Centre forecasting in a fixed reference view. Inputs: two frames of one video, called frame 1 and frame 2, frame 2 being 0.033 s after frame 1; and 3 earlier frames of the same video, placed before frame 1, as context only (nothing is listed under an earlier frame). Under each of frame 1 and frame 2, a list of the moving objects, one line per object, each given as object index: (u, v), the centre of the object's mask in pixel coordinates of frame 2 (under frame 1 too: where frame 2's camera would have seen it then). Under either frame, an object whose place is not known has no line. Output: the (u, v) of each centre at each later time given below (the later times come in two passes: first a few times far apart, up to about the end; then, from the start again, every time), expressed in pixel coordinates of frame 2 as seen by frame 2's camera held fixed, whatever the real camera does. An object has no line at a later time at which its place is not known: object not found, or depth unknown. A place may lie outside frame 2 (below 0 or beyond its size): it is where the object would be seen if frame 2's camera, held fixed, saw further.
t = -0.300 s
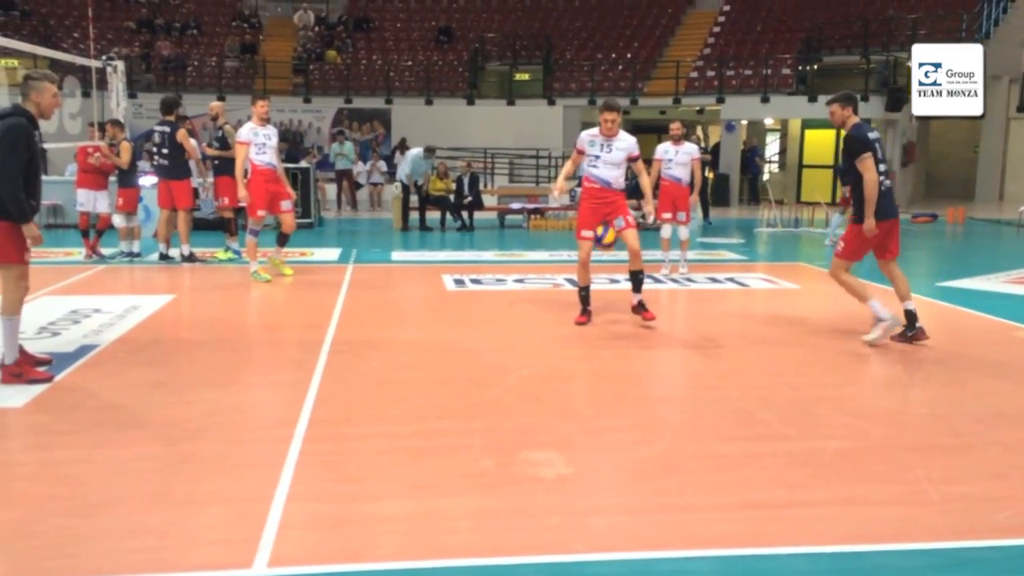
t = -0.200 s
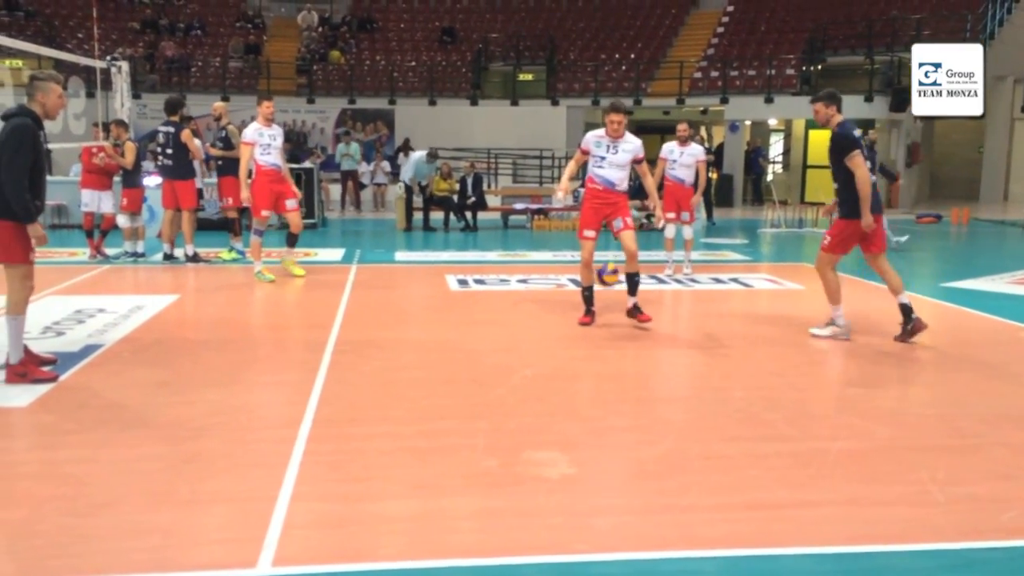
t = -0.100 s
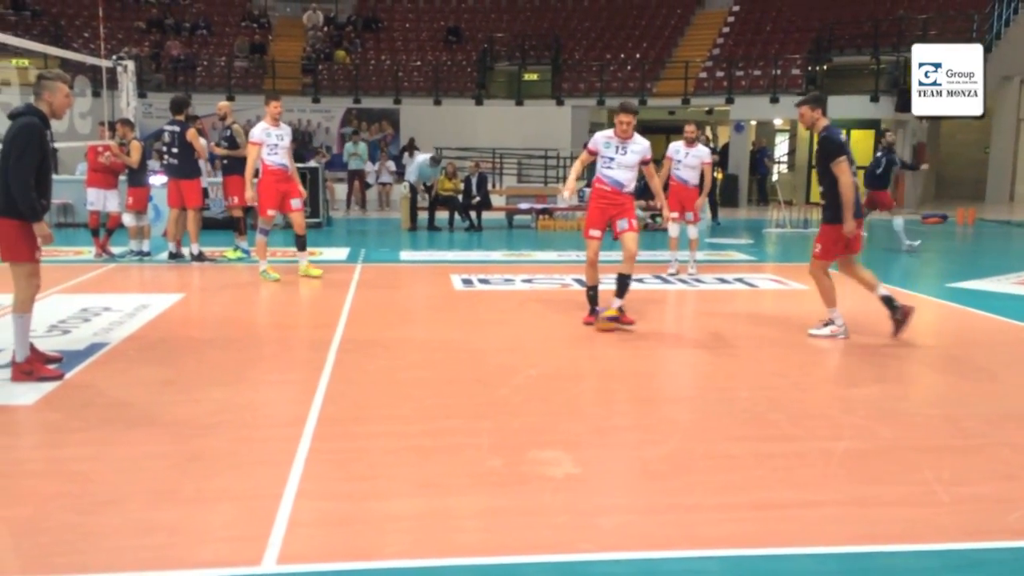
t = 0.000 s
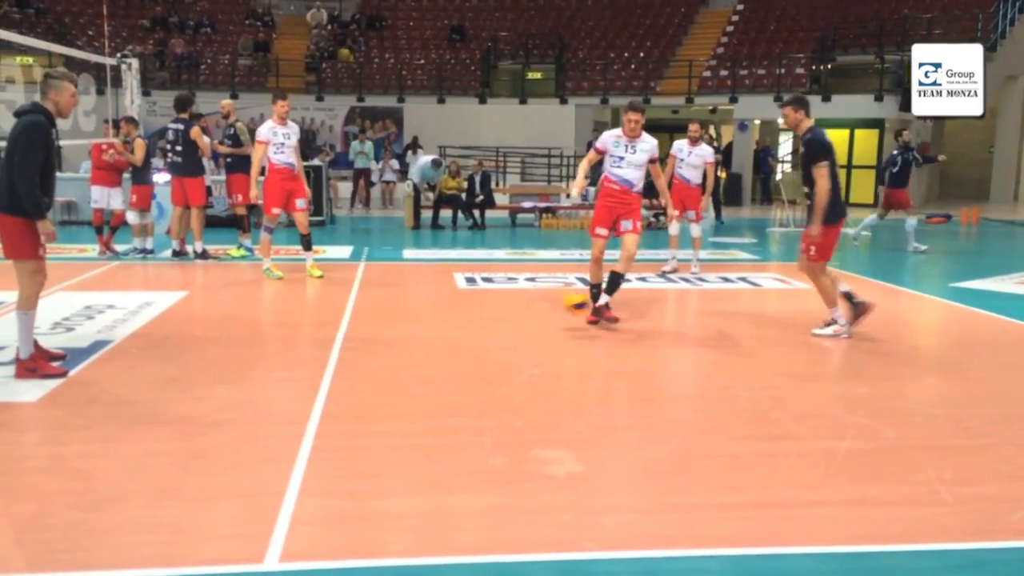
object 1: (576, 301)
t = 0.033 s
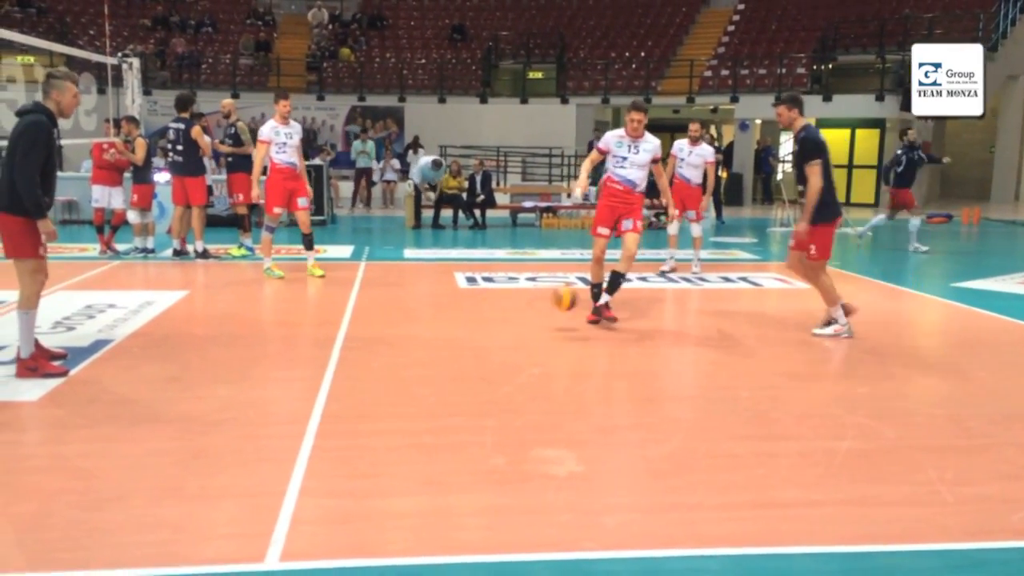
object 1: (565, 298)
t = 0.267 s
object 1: (479, 312)
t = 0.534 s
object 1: (371, 317)
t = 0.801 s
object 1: (247, 342)
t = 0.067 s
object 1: (553, 297)
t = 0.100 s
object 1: (541, 295)
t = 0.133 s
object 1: (528, 297)
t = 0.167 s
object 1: (517, 298)
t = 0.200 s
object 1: (505, 302)
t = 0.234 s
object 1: (491, 307)
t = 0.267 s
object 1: (479, 312)
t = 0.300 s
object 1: (466, 320)
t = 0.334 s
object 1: (453, 331)
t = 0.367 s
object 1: (440, 330)
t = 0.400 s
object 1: (426, 324)
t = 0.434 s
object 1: (413, 320)
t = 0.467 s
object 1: (399, 318)
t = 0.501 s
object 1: (385, 317)
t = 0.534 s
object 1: (371, 317)
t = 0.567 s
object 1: (357, 319)
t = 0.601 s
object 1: (341, 323)
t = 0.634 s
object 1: (327, 327)
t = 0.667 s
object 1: (311, 334)
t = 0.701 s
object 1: (297, 342)
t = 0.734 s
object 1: (281, 350)
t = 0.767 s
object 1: (264, 344)
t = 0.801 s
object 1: (247, 342)
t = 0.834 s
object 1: (231, 338)
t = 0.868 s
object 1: (215, 338)
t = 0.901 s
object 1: (199, 339)
